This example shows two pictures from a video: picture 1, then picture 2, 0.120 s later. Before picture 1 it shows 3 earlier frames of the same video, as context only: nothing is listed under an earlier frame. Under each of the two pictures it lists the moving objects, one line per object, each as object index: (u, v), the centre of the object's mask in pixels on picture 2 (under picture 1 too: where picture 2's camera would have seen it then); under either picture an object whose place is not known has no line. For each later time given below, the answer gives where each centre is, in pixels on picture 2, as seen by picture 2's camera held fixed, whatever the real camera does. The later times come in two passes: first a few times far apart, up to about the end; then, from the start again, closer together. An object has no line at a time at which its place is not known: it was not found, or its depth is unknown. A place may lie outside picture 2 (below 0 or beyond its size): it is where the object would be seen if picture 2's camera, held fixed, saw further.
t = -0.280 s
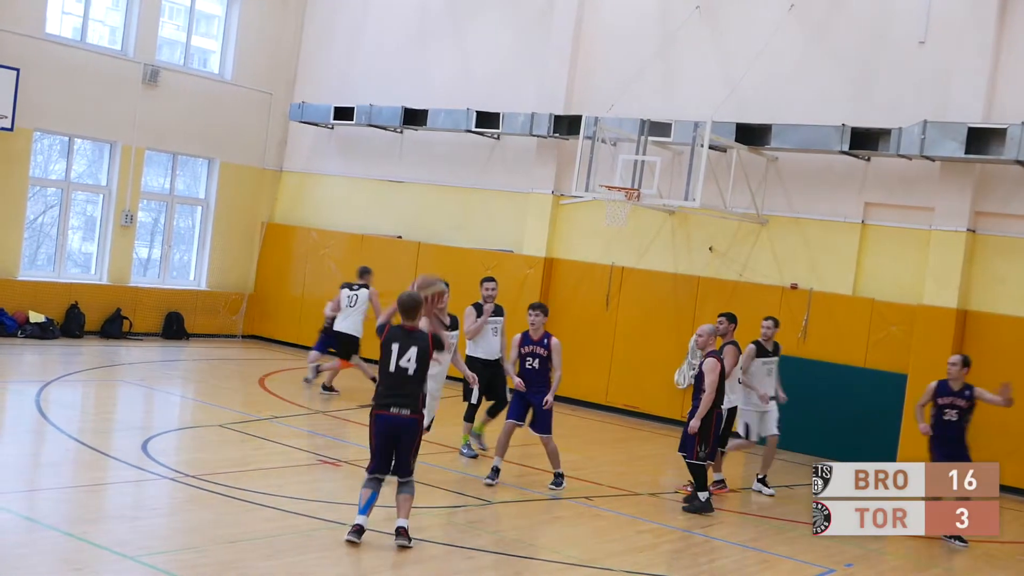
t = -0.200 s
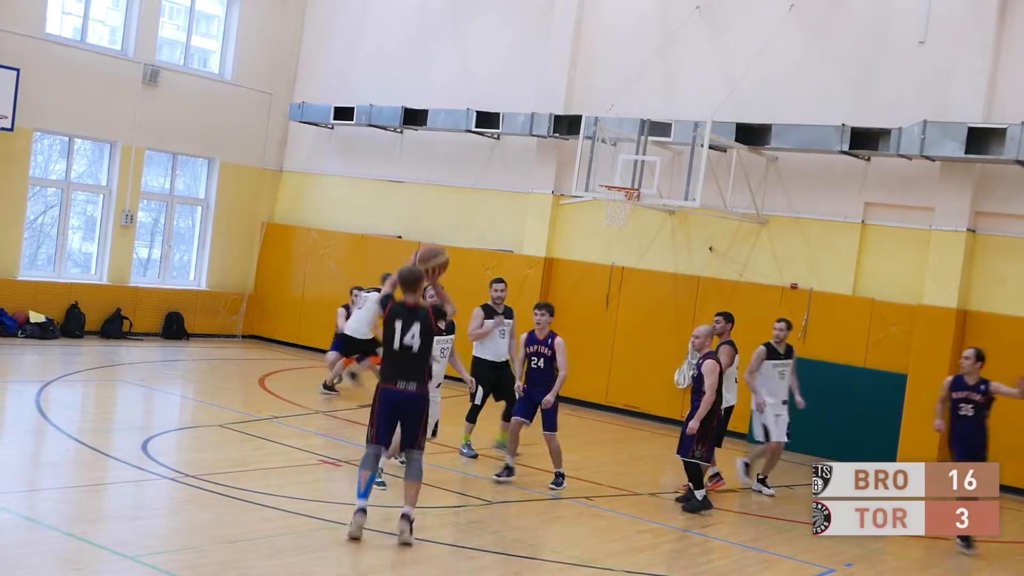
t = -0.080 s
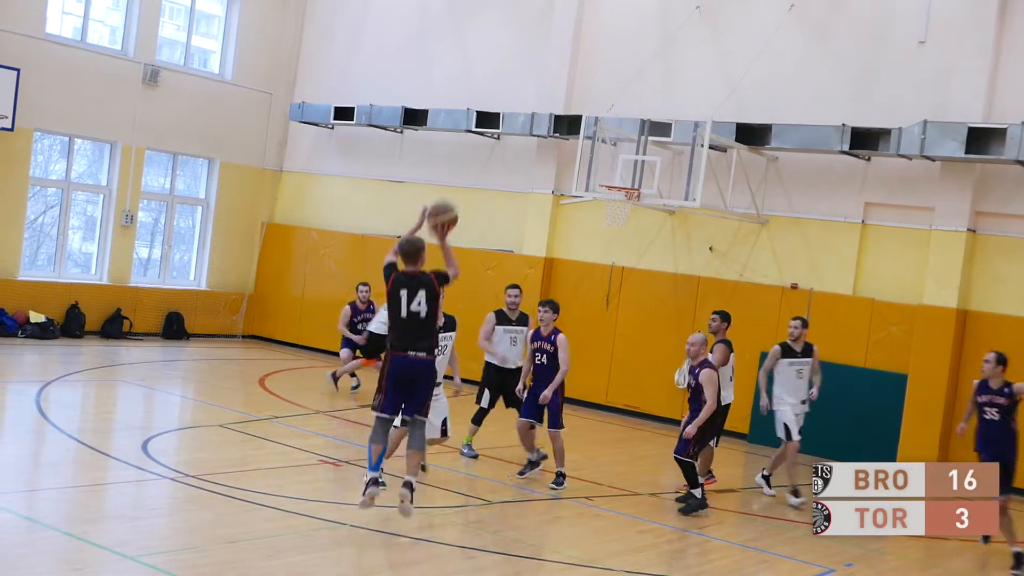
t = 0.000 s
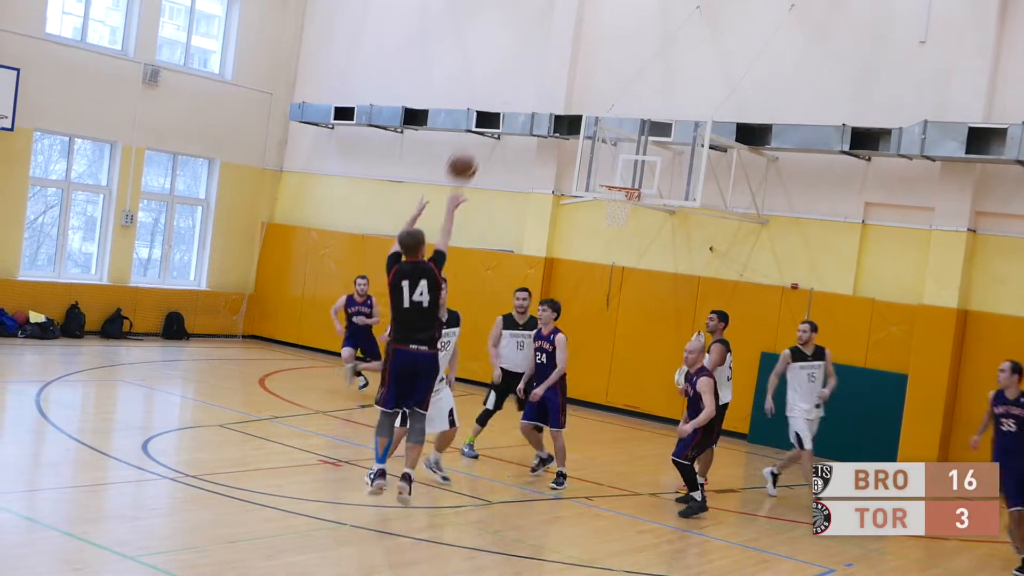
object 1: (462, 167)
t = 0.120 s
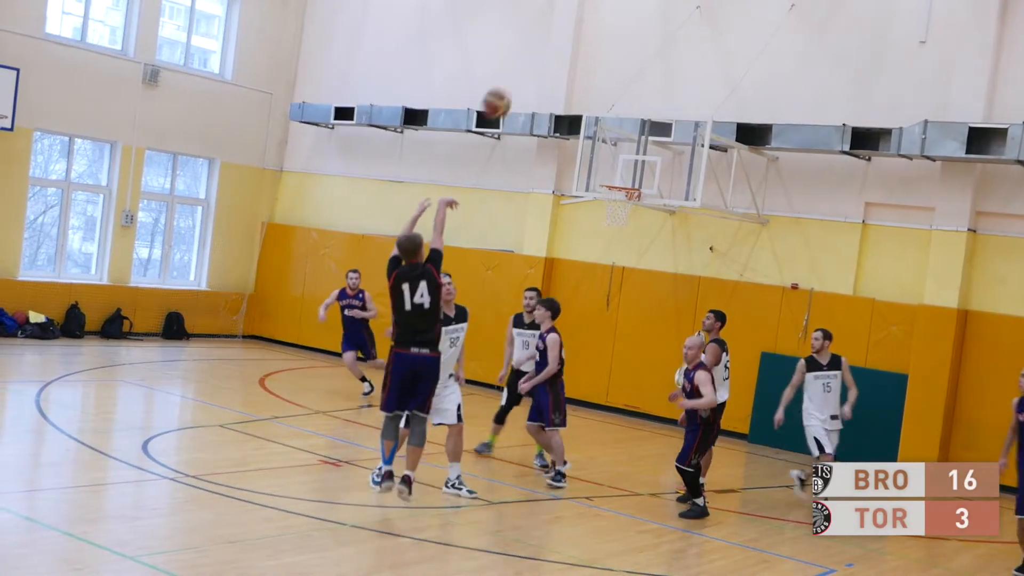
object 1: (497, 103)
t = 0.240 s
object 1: (525, 63)
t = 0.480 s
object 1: (567, 36)
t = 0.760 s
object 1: (598, 76)
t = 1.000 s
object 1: (613, 154)
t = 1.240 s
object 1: (619, 212)
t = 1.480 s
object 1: (617, 255)
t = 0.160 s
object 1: (507, 87)
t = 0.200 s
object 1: (516, 73)
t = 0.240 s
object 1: (525, 63)
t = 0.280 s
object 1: (533, 53)
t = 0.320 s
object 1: (541, 46)
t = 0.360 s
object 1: (548, 41)
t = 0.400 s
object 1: (555, 38)
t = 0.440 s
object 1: (561, 36)
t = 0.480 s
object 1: (567, 36)
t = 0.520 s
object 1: (573, 38)
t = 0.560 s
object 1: (578, 41)
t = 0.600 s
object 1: (583, 45)
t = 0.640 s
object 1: (587, 51)
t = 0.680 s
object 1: (591, 58)
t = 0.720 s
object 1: (595, 67)
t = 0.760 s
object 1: (598, 76)
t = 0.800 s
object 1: (601, 86)
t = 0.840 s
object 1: (604, 98)
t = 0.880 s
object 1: (607, 110)
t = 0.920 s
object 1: (609, 124)
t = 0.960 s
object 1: (612, 139)
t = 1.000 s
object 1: (613, 154)
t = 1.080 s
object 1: (616, 186)
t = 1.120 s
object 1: (617, 203)
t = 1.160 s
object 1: (618, 206)
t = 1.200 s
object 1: (619, 209)
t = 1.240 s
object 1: (619, 212)
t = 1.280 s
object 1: (619, 216)
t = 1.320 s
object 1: (619, 221)
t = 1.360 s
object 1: (619, 228)
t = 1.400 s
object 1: (618, 236)
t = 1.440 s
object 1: (617, 245)
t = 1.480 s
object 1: (617, 255)
